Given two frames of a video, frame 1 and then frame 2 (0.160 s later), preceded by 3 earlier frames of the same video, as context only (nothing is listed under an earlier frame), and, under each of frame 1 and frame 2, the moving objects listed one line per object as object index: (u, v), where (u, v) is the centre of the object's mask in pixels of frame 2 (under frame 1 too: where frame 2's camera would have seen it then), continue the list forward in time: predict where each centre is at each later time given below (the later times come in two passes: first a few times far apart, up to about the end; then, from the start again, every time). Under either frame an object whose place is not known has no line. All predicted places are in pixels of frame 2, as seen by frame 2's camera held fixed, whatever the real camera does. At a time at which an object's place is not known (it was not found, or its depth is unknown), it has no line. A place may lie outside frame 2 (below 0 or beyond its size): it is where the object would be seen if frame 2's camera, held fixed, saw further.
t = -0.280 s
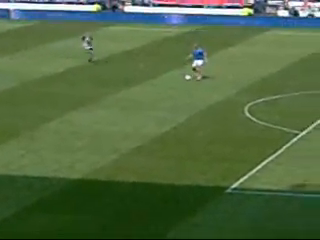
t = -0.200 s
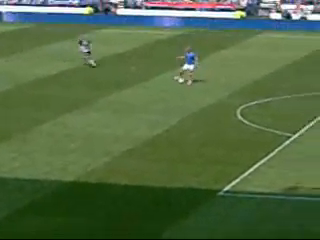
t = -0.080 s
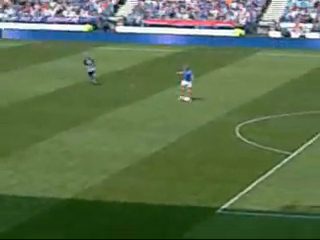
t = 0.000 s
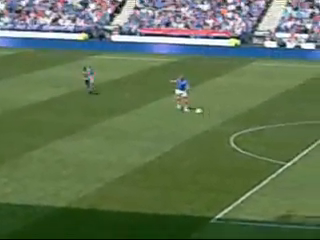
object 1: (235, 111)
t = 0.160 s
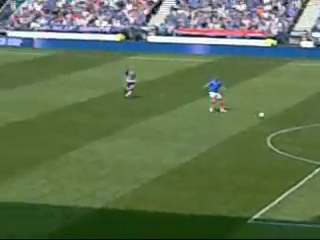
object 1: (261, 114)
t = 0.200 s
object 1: (266, 115)
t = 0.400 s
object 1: (291, 118)
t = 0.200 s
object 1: (266, 115)
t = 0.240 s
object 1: (271, 116)
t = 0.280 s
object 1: (275, 116)
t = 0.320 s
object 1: (279, 116)
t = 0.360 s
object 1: (287, 118)
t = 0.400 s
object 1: (291, 118)
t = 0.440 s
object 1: (295, 118)
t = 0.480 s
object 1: (298, 119)
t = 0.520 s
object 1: (302, 119)
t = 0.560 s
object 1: (309, 121)
